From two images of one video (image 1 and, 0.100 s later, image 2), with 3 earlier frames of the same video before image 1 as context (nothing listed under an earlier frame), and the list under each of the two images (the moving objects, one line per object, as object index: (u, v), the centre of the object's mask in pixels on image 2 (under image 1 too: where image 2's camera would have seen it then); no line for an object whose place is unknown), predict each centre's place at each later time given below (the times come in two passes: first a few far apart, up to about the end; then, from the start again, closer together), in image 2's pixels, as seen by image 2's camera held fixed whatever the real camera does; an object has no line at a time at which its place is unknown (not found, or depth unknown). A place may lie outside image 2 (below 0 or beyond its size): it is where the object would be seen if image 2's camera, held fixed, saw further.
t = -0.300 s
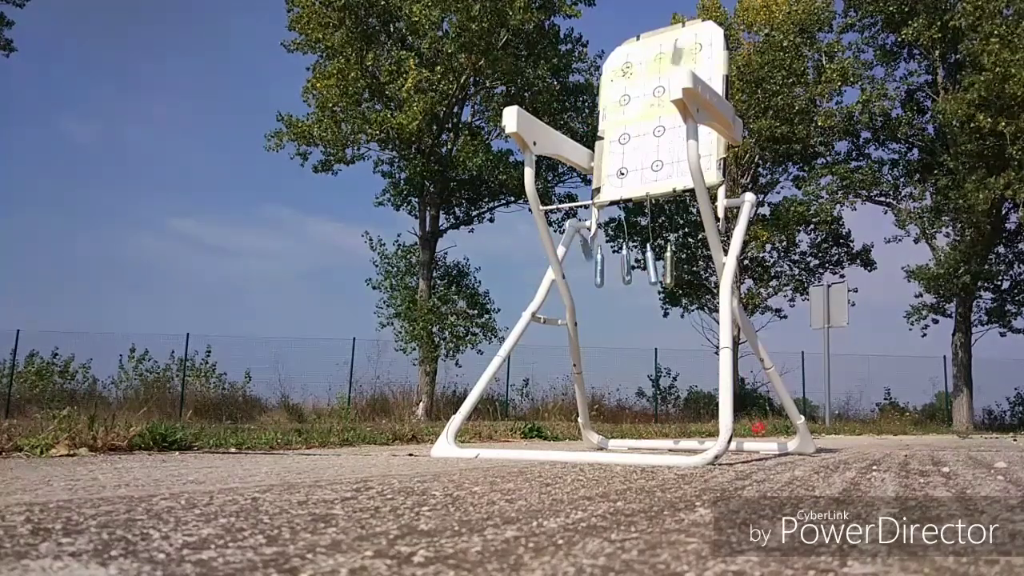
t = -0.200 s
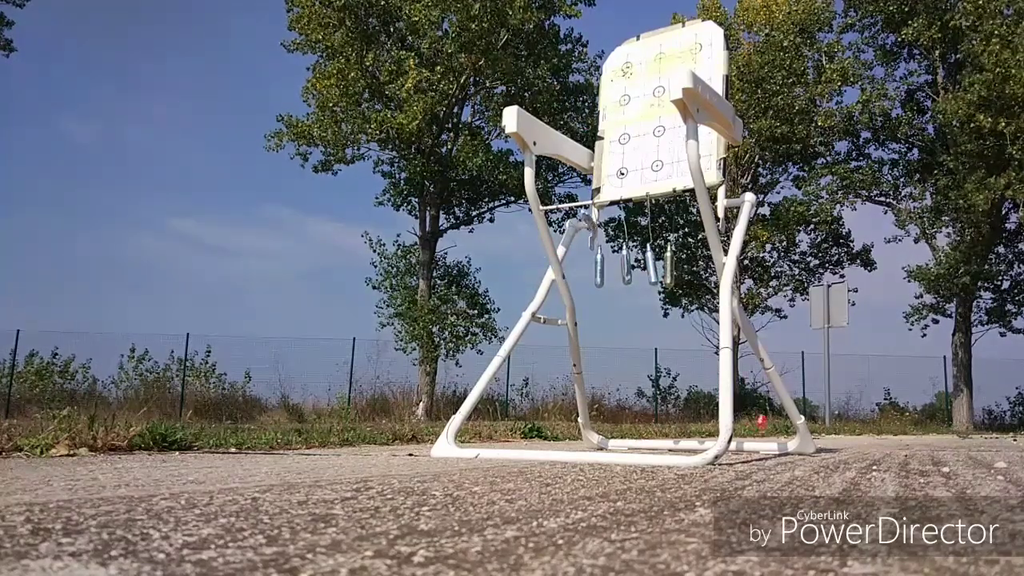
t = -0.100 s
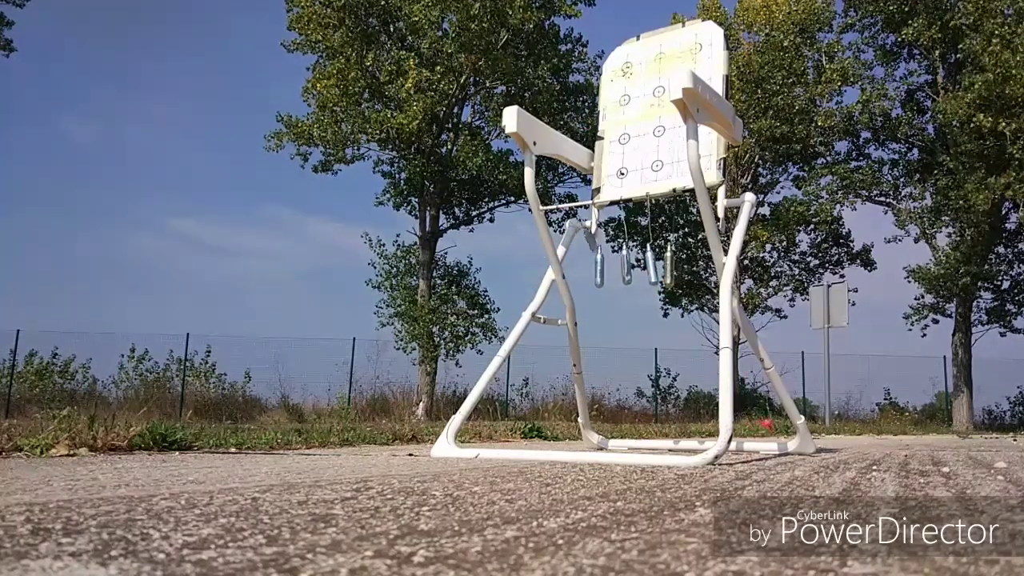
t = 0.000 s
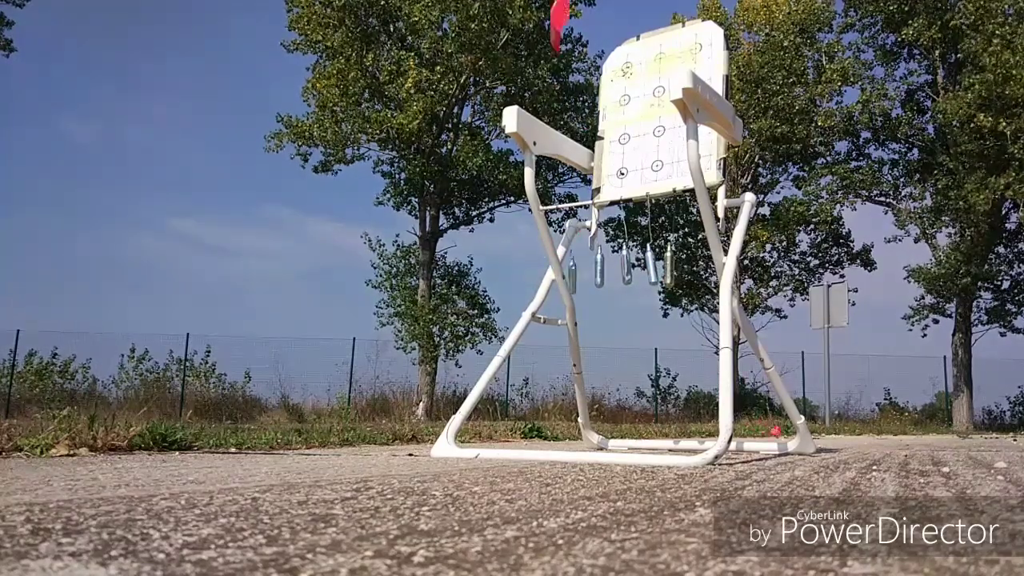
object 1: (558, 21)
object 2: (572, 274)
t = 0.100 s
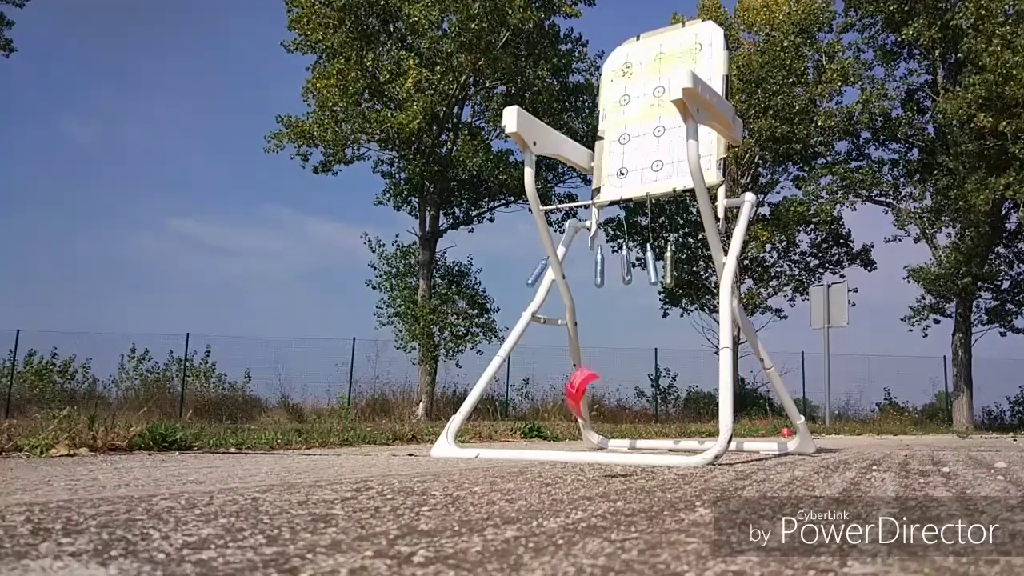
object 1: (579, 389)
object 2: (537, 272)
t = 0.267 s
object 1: (534, 421)
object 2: (519, 215)
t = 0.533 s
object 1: (496, 446)
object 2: (567, 279)
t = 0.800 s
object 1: (454, 457)
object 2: (571, 273)
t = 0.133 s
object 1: (573, 447)
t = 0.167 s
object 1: (567, 441)
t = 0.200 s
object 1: (557, 447)
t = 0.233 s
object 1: (543, 443)
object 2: (520, 219)
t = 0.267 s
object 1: (534, 421)
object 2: (519, 215)
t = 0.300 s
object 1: (534, 409)
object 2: (518, 217)
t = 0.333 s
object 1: (532, 399)
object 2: (517, 225)
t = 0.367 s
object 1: (521, 401)
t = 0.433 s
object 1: (521, 430)
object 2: (531, 267)
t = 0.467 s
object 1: (514, 440)
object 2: (543, 278)
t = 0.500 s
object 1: (505, 441)
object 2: (556, 282)
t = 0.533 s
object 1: (496, 446)
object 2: (567, 279)
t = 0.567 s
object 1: (488, 439)
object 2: (575, 274)
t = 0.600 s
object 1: (480, 439)
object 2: (580, 266)
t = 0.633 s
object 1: (472, 448)
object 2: (581, 262)
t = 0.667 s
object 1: (466, 449)
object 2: (581, 260)
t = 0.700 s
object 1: (460, 454)
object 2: (579, 261)
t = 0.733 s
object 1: (456, 457)
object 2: (576, 265)
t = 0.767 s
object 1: (454, 457)
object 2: (574, 269)
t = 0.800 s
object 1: (454, 457)
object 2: (571, 273)
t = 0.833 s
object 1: (455, 457)
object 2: (567, 277)
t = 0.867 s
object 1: (454, 457)
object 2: (564, 280)
